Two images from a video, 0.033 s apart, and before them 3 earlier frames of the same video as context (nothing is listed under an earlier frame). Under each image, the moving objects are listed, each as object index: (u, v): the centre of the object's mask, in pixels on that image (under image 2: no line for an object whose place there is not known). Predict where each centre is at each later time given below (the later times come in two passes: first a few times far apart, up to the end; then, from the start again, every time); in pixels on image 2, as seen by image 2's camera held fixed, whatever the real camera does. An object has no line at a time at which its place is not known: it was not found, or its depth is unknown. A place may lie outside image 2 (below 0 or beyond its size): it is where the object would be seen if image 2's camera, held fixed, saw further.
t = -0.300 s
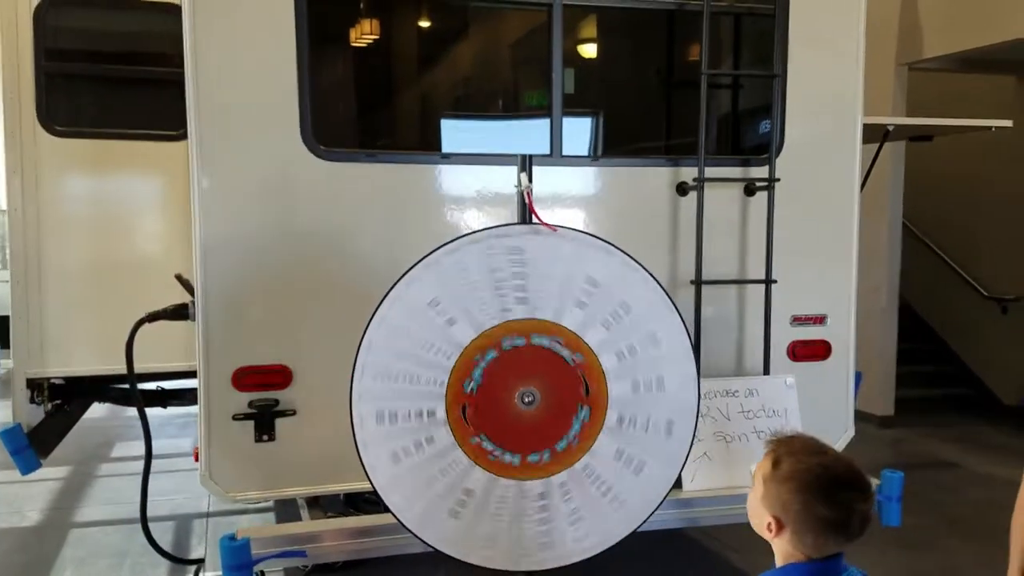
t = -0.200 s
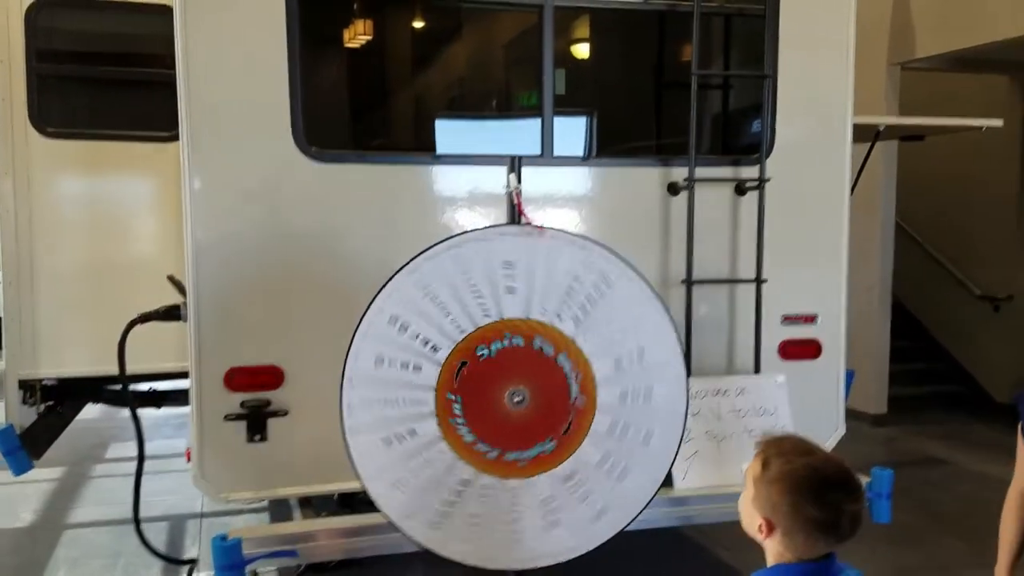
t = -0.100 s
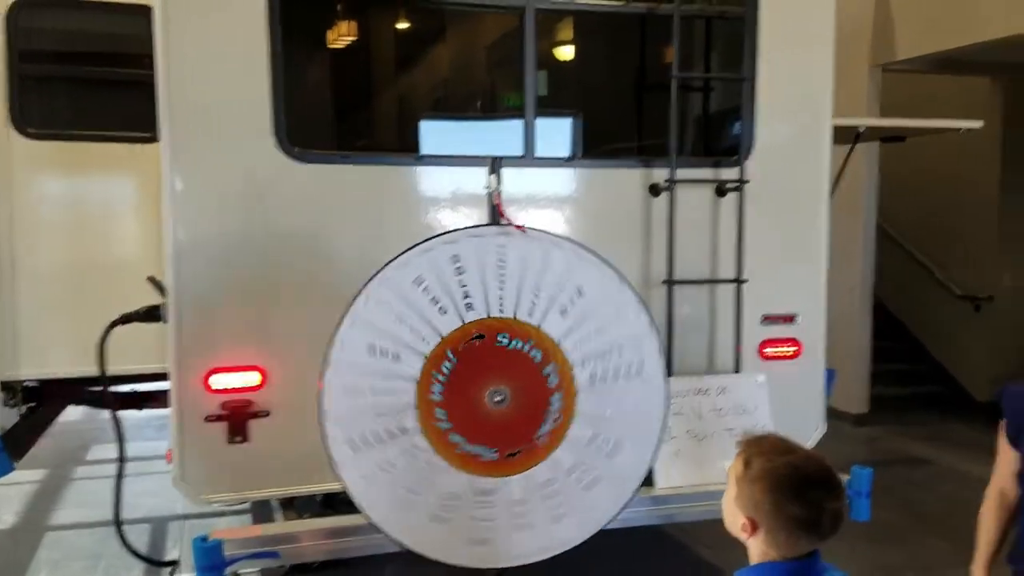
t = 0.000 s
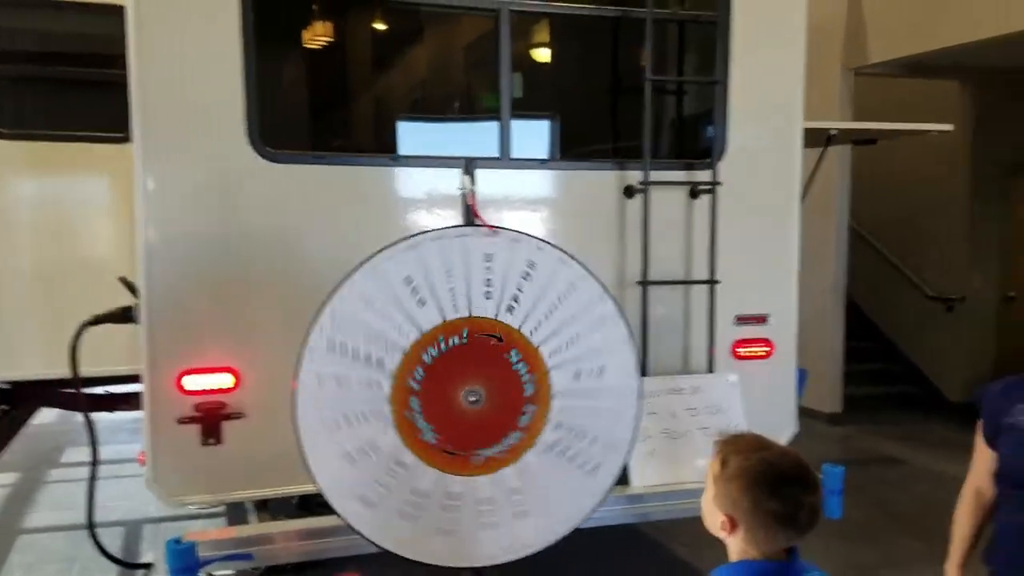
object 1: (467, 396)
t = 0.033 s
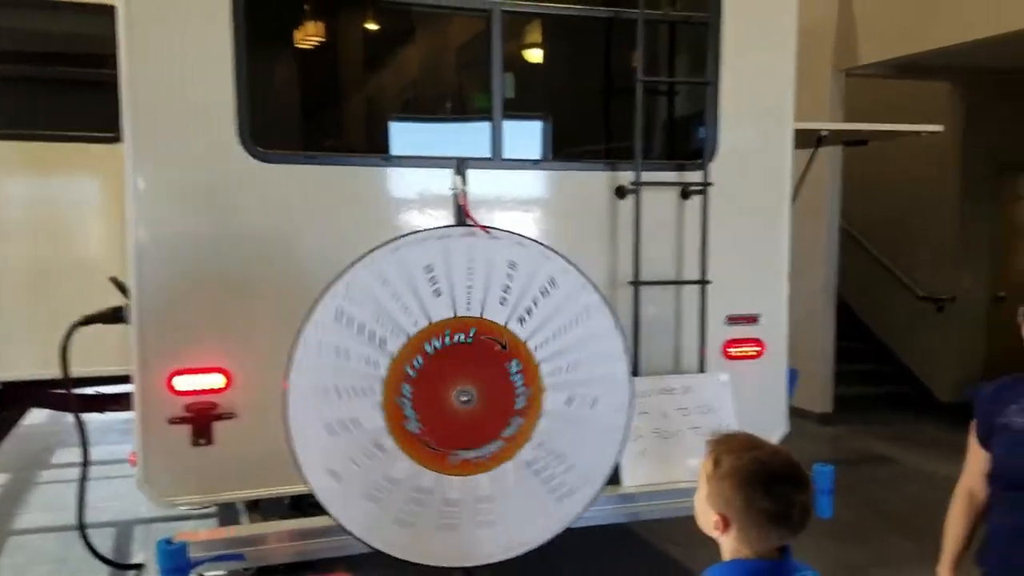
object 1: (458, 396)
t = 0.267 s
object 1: (454, 396)
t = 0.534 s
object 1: (453, 396)
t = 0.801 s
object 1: (452, 394)
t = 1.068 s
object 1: (452, 392)
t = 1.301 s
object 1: (452, 390)
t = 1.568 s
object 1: (452, 391)
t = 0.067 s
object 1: (458, 396)
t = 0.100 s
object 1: (457, 396)
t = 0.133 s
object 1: (456, 396)
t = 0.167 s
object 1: (456, 396)
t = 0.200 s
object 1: (455, 396)
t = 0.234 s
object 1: (454, 396)
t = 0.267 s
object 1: (454, 396)
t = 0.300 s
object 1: (454, 396)
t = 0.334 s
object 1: (453, 396)
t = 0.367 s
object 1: (453, 396)
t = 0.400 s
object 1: (453, 396)
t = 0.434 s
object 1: (453, 396)
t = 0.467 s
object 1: (453, 396)
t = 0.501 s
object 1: (453, 396)
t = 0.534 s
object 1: (453, 396)
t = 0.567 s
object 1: (453, 396)
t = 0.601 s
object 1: (453, 395)
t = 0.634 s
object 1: (452, 395)
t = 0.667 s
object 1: (452, 395)
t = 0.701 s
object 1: (452, 395)
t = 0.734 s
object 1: (452, 395)
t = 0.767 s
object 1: (452, 395)
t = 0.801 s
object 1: (452, 394)
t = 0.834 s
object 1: (452, 394)
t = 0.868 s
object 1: (452, 393)
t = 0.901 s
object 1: (452, 392)
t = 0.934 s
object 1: (452, 392)
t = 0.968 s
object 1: (452, 392)
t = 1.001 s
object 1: (452, 392)
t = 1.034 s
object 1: (452, 392)
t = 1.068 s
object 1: (452, 392)
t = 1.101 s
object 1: (452, 392)
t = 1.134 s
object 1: (452, 391)
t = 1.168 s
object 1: (452, 391)
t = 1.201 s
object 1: (452, 391)
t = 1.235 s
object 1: (452, 390)
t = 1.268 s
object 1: (452, 390)
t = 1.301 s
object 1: (452, 390)
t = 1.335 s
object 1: (452, 390)
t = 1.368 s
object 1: (452, 390)
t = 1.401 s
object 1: (452, 390)
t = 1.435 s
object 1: (452, 390)
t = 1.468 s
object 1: (452, 390)
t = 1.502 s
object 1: (452, 390)
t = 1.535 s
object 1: (452, 390)
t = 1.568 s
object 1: (452, 391)
